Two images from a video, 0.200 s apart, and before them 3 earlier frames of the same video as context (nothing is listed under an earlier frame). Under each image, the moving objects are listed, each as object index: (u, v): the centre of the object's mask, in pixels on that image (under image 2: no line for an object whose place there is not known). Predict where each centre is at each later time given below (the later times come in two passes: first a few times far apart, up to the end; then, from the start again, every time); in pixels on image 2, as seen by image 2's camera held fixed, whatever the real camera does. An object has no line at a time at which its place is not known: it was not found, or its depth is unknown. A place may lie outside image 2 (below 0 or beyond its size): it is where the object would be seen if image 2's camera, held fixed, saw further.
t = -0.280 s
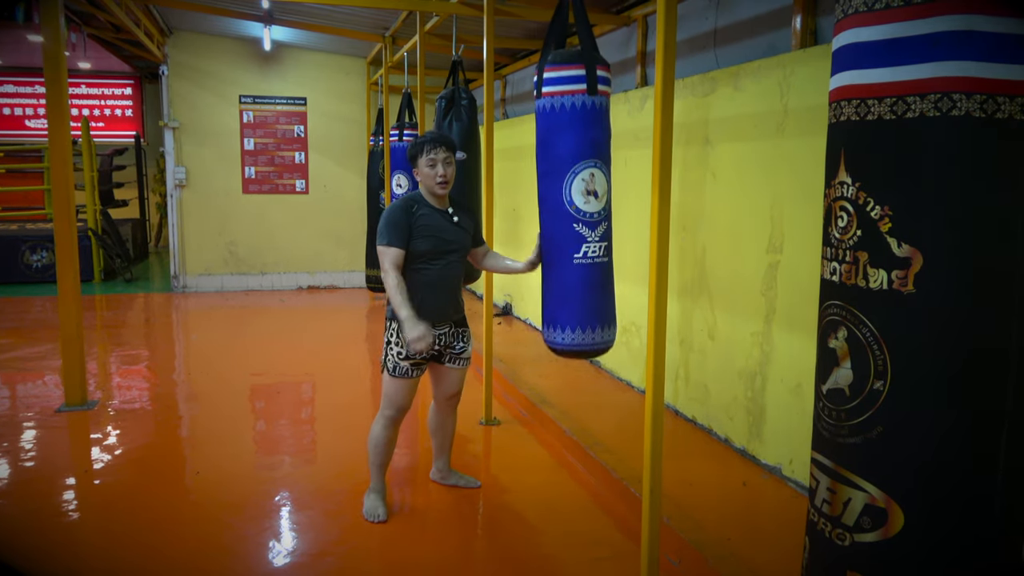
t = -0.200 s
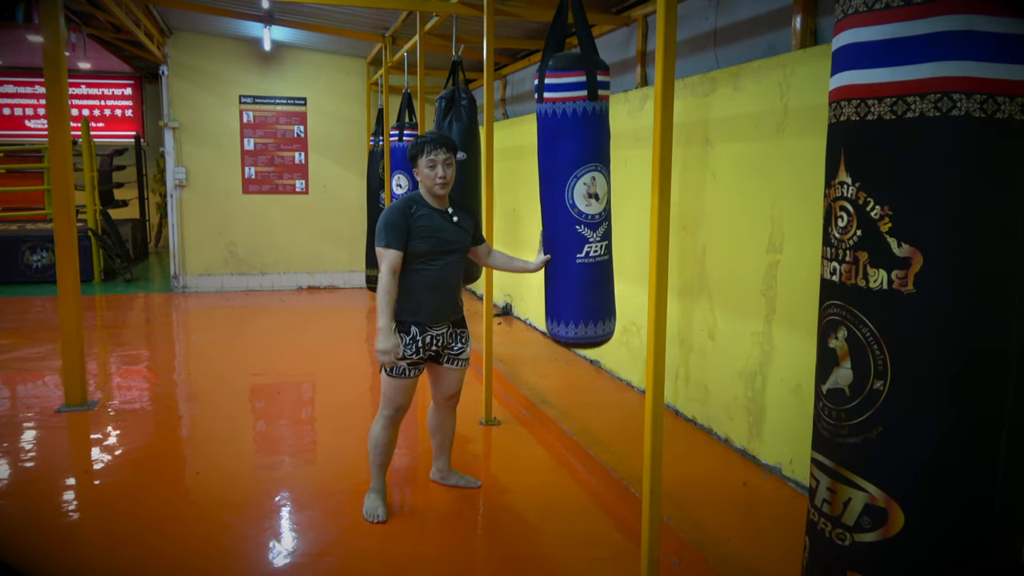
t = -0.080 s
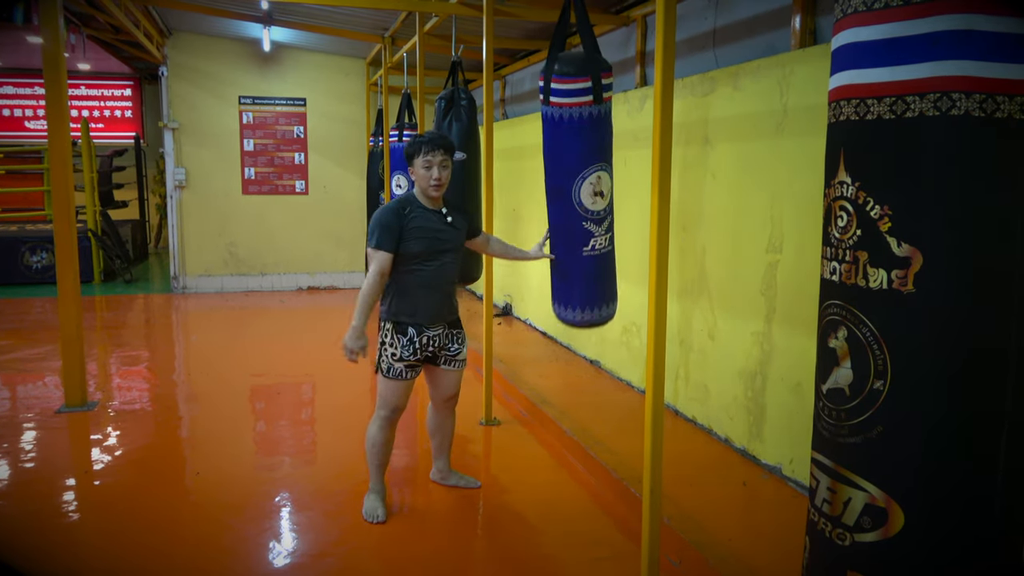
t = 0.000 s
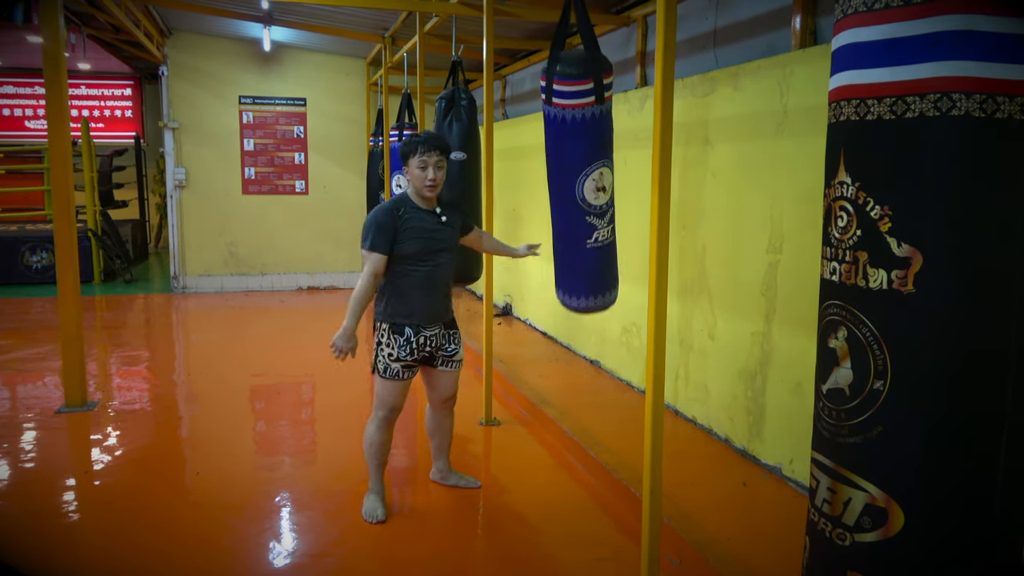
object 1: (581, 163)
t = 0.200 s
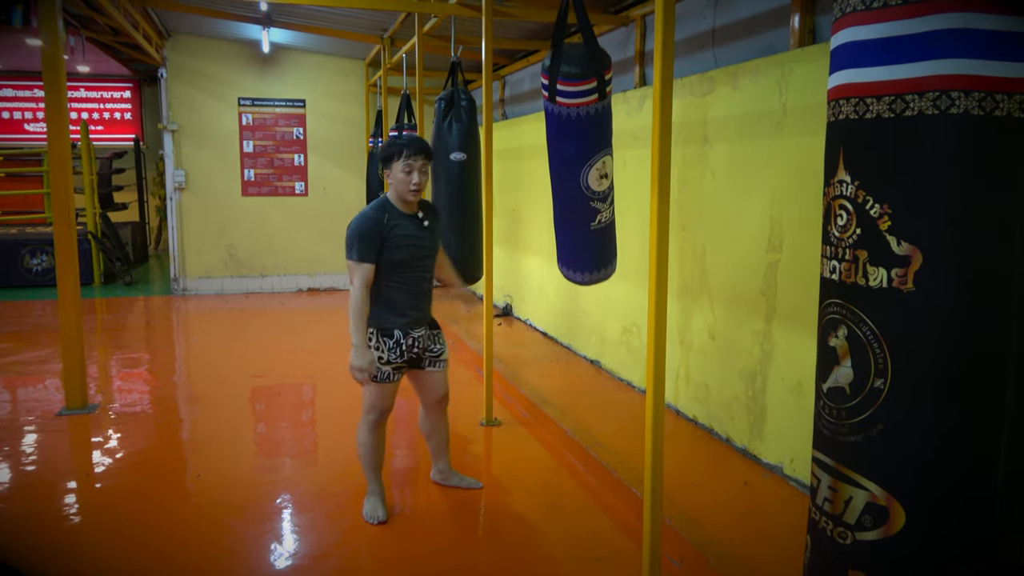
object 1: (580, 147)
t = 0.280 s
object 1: (580, 145)
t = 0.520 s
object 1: (574, 155)
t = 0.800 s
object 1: (563, 184)
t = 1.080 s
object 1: (551, 192)
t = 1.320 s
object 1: (548, 181)
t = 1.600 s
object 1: (556, 186)
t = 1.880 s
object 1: (569, 190)
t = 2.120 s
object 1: (575, 173)
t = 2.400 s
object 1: (575, 150)
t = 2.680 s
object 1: (571, 154)
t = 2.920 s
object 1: (564, 176)
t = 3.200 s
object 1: (556, 196)
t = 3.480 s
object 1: (555, 188)
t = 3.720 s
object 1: (560, 185)
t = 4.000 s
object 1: (569, 193)
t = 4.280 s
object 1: (572, 181)
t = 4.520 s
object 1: (572, 159)
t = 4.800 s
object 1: (568, 151)
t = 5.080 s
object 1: (563, 171)
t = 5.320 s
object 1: (558, 191)
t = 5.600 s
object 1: (559, 192)
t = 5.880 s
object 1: (566, 186)
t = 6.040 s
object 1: (570, 191)
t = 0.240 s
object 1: (580, 146)
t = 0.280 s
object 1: (580, 145)
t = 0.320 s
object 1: (579, 145)
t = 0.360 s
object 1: (578, 149)
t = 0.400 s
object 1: (577, 150)
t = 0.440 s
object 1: (576, 152)
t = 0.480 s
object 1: (575, 152)
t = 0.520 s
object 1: (574, 155)
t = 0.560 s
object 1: (572, 159)
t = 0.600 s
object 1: (571, 163)
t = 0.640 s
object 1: (570, 167)
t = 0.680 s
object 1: (568, 172)
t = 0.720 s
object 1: (566, 176)
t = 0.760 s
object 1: (565, 180)
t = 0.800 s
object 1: (563, 184)
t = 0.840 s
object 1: (561, 187)
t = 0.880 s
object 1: (559, 190)
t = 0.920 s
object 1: (557, 192)
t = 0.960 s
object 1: (555, 196)
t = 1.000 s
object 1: (553, 196)
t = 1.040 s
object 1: (552, 196)
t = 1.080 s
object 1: (551, 192)
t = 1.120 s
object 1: (549, 193)
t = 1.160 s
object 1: (548, 190)
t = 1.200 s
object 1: (548, 188)
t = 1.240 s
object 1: (547, 186)
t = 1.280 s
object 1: (547, 184)
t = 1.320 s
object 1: (548, 181)
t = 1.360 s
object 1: (548, 181)
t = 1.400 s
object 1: (549, 180)
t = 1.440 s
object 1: (550, 180)
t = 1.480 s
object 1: (551, 180)
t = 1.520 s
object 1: (552, 183)
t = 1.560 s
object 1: (554, 185)
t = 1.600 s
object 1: (556, 186)
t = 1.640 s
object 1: (558, 187)
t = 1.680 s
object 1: (560, 189)
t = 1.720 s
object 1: (562, 190)
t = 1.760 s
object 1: (564, 191)
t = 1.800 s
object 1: (565, 191)
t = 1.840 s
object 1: (567, 191)
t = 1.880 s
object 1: (569, 190)
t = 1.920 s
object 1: (570, 188)
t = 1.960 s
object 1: (571, 185)
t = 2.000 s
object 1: (572, 182)
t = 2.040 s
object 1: (573, 179)
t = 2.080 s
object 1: (574, 177)
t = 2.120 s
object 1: (575, 173)
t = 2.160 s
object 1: (576, 168)
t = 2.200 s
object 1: (576, 165)
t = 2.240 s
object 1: (576, 161)
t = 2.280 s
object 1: (576, 158)
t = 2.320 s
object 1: (576, 155)
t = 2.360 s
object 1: (576, 152)
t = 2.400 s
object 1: (575, 150)
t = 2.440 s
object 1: (575, 148)
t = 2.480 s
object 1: (575, 148)
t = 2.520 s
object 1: (574, 147)
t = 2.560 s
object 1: (573, 148)
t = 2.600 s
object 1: (573, 149)
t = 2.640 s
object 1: (572, 151)
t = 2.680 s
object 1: (571, 154)
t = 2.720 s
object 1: (570, 157)
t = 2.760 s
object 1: (569, 160)
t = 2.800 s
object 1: (567, 164)
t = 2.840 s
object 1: (566, 168)
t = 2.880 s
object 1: (565, 172)
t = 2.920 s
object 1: (564, 176)
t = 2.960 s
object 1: (563, 180)
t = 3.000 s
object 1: (561, 187)
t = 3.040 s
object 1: (560, 186)
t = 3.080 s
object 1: (559, 193)
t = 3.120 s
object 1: (558, 195)
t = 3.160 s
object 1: (557, 196)
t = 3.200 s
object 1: (556, 196)
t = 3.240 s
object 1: (556, 197)
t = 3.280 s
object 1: (555, 196)
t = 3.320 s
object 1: (554, 195)
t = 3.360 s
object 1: (554, 193)
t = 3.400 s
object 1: (554, 191)
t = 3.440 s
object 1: (554, 189)
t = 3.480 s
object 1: (555, 188)
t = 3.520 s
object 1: (555, 186)
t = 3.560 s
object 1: (556, 184)
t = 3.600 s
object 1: (557, 184)
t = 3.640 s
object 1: (558, 184)
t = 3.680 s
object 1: (559, 184)
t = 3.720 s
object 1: (560, 185)
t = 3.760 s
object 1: (561, 187)
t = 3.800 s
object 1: (563, 188)
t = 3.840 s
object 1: (564, 190)
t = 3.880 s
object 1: (565, 192)
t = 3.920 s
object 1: (566, 193)
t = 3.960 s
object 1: (568, 195)
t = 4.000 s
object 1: (569, 193)
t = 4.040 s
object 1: (570, 193)
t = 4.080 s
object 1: (570, 193)
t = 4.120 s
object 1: (571, 191)
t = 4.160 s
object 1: (571, 189)
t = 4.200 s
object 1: (572, 187)
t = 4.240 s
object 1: (572, 184)
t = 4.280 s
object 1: (572, 181)
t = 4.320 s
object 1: (573, 177)
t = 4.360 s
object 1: (573, 173)
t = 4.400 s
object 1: (573, 169)
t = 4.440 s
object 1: (572, 166)
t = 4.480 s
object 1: (572, 162)
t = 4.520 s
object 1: (572, 159)
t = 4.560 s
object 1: (571, 156)
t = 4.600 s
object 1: (571, 154)
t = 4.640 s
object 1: (571, 152)
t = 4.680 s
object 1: (570, 151)
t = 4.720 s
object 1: (569, 150)
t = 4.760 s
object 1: (569, 150)
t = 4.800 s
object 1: (568, 151)
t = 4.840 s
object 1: (567, 152)
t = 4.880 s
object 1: (567, 154)
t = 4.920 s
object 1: (566, 157)
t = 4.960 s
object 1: (565, 160)
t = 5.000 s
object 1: (564, 163)
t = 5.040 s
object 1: (563, 167)
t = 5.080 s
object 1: (563, 171)
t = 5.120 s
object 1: (562, 174)
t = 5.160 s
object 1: (561, 178)
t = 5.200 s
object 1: (560, 182)
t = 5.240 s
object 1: (559, 185)
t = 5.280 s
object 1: (559, 188)
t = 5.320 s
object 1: (558, 191)
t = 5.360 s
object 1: (558, 195)
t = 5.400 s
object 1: (558, 196)
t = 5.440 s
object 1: (558, 197)
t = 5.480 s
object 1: (558, 196)
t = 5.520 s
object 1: (558, 195)
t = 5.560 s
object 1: (558, 194)
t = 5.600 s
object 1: (559, 192)
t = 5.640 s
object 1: (560, 190)
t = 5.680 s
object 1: (561, 189)
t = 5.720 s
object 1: (562, 188)
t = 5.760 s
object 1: (562, 187)
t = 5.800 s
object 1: (563, 186)
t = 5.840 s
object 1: (565, 185)
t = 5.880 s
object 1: (566, 186)
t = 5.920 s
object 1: (567, 187)
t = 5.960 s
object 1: (568, 188)
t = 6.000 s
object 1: (569, 189)
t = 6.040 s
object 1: (570, 191)
